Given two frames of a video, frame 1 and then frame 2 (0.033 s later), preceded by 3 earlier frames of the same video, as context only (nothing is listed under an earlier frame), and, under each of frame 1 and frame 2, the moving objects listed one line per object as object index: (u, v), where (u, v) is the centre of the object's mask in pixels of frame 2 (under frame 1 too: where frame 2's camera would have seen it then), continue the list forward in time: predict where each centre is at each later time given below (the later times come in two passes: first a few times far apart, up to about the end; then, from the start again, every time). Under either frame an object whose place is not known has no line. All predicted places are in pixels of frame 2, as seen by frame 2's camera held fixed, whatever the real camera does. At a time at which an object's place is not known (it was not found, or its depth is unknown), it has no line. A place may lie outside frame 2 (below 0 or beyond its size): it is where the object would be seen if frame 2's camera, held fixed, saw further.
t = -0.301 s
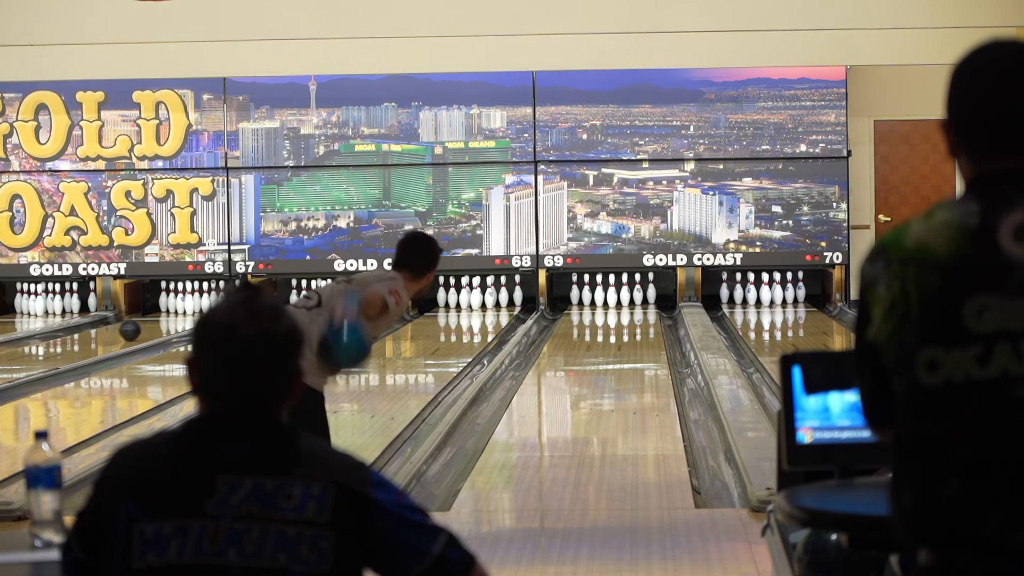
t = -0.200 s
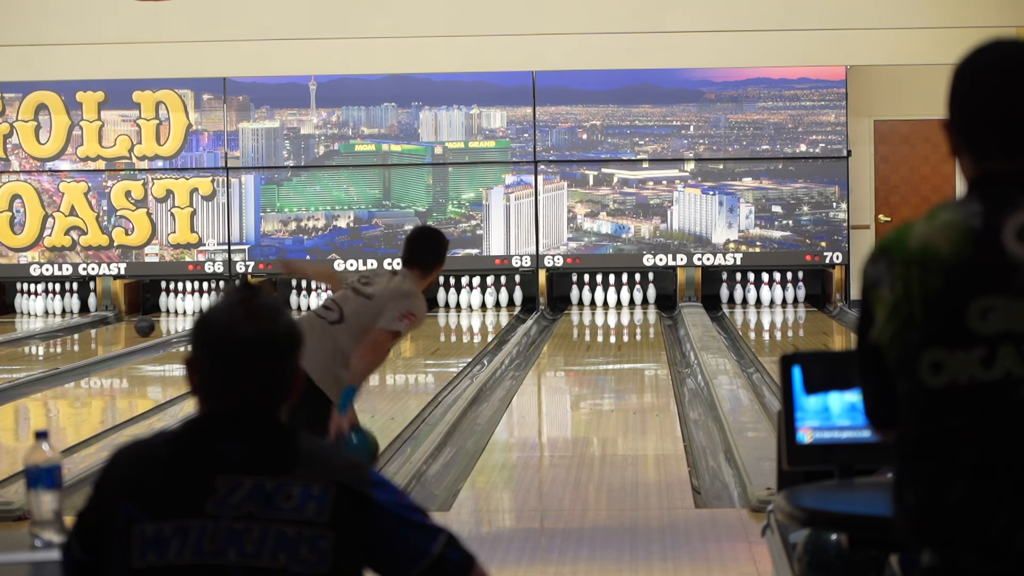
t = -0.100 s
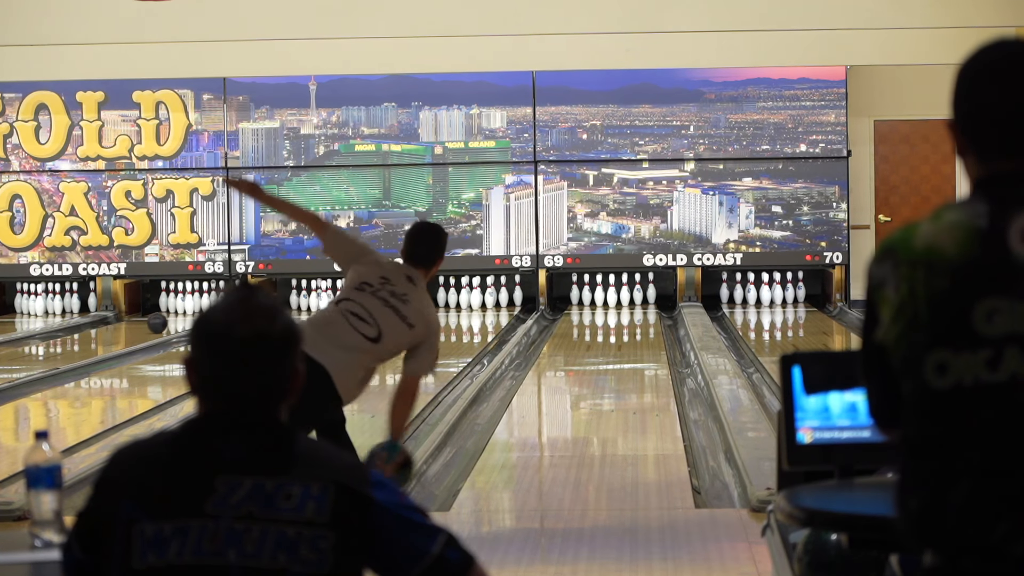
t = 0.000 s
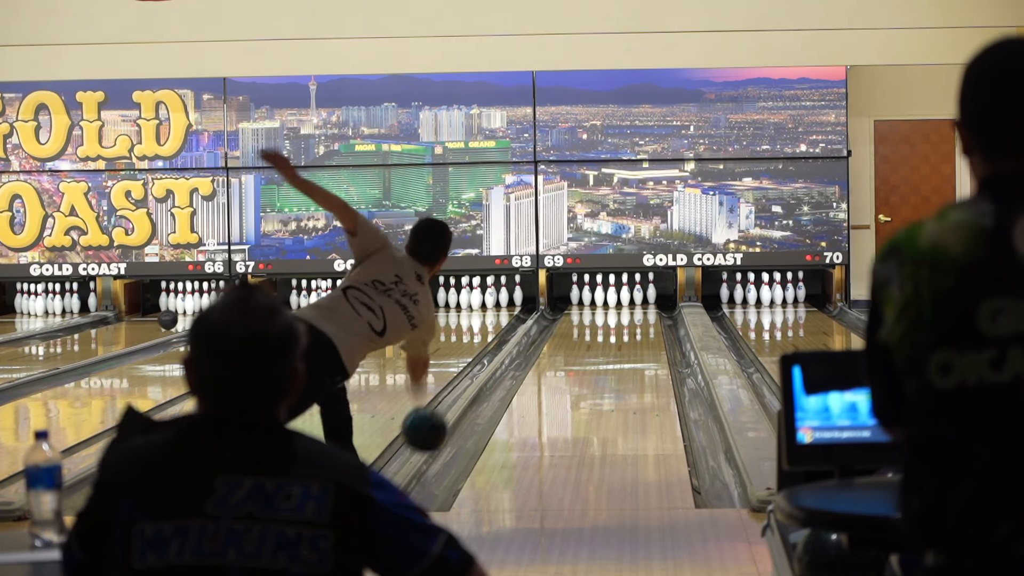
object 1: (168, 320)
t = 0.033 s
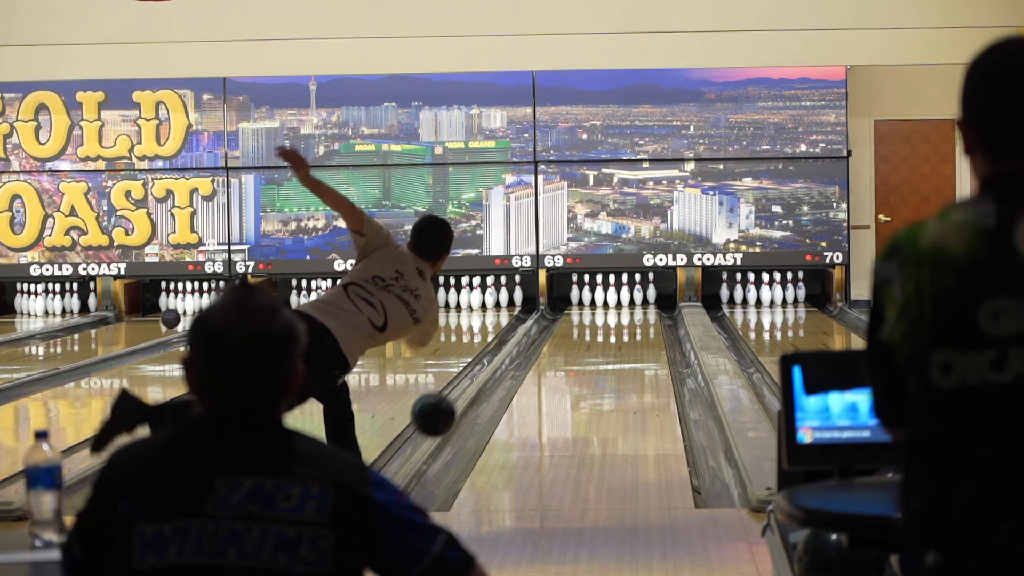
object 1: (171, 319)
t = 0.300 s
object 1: (189, 311)
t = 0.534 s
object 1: (203, 304)
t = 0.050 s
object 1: (172, 318)
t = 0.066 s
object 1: (173, 317)
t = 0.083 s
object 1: (175, 317)
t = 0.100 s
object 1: (176, 316)
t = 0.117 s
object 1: (177, 316)
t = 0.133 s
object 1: (178, 315)
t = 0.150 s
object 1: (179, 315)
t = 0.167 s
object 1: (181, 315)
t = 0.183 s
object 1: (182, 314)
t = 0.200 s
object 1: (183, 314)
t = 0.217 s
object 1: (184, 313)
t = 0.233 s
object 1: (185, 313)
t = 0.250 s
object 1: (186, 312)
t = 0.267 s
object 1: (187, 312)
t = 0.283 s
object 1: (188, 311)
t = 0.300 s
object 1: (189, 311)
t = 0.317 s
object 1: (190, 310)
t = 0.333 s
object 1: (190, 309)
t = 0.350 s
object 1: (191, 309)
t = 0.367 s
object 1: (192, 308)
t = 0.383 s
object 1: (193, 308)
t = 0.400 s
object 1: (194, 308)
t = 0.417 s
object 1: (195, 307)
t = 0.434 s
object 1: (196, 307)
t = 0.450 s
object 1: (197, 306)
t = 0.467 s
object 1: (198, 306)
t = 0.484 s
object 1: (198, 305)
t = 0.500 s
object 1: (199, 306)
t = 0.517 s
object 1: (202, 304)
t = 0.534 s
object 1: (203, 304)
